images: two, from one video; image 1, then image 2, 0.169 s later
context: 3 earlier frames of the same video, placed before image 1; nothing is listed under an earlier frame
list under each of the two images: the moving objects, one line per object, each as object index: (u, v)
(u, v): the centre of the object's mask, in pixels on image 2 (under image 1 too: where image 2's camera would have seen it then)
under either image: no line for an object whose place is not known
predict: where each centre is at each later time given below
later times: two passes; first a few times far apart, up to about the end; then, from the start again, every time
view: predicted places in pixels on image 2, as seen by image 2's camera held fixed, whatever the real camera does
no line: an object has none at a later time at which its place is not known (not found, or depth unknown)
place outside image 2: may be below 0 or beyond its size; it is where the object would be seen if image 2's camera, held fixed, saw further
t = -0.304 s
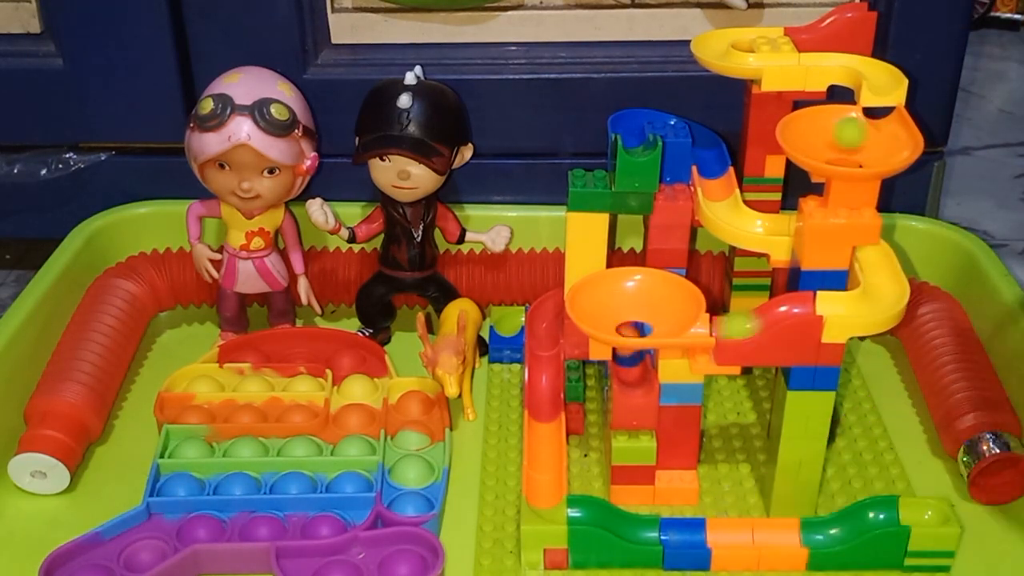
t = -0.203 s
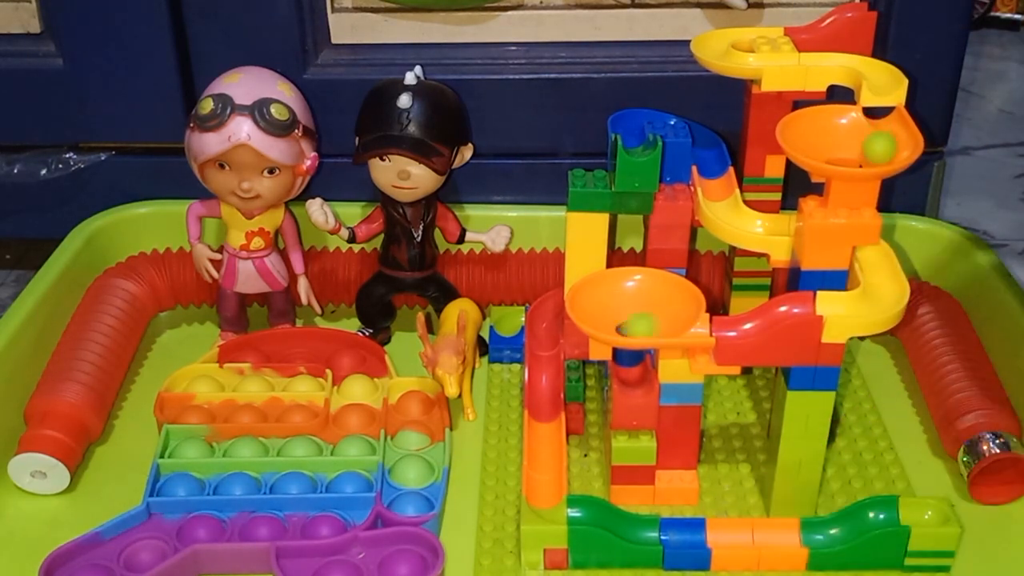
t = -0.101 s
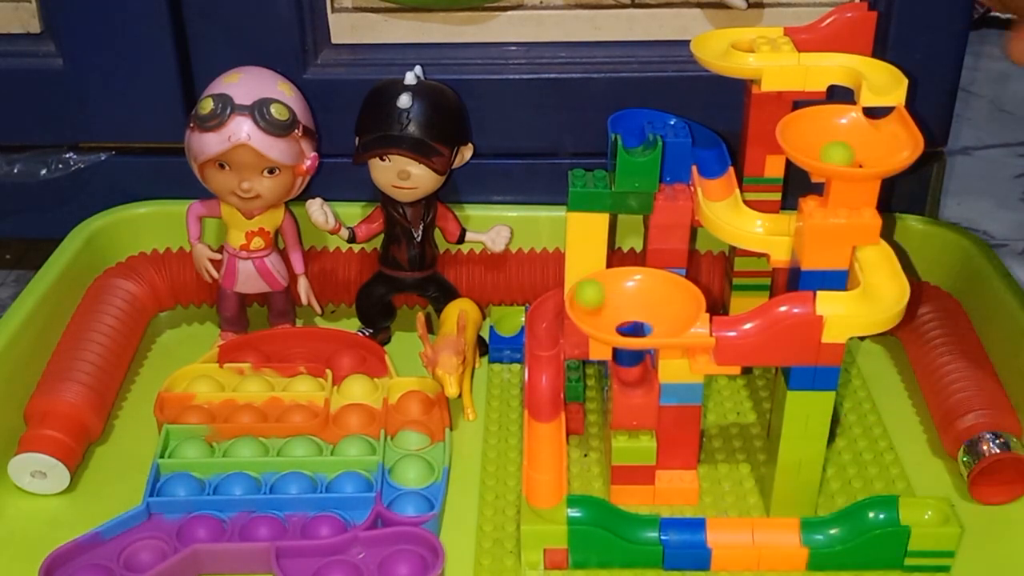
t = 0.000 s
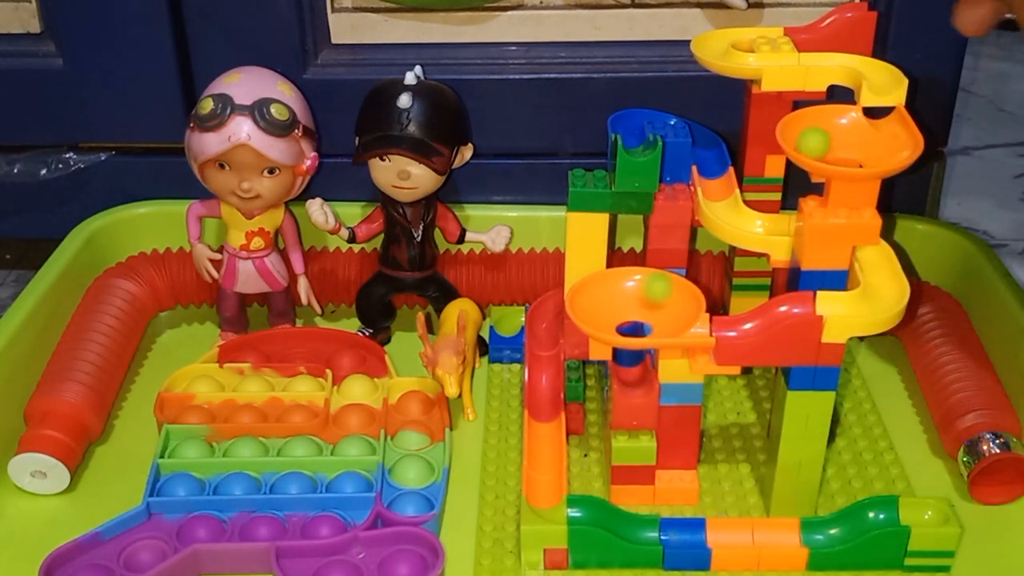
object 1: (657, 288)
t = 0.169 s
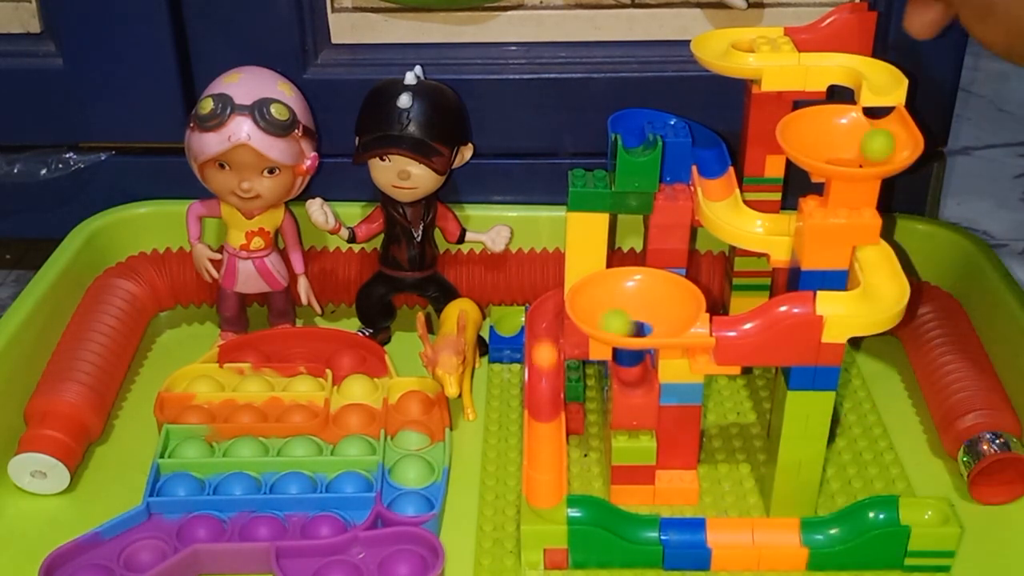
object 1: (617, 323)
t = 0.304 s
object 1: (614, 289)
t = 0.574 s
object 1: (600, 315)
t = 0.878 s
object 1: (644, 324)
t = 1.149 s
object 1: (654, 299)
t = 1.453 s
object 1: (611, 302)
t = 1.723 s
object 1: (621, 322)
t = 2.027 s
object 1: (653, 320)
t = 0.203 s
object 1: (596, 314)
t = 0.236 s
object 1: (589, 304)
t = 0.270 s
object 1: (596, 294)
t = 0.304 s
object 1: (614, 289)
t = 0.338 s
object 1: (638, 289)
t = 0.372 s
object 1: (658, 293)
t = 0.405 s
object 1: (672, 301)
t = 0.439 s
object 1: (672, 313)
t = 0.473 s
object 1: (659, 322)
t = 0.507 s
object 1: (637, 325)
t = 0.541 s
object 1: (617, 323)
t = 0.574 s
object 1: (600, 315)
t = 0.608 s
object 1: (592, 307)
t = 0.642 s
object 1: (598, 299)
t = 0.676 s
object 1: (613, 294)
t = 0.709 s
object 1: (633, 292)
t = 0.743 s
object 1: (652, 295)
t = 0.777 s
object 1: (664, 300)
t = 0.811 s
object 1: (668, 310)
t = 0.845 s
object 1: (661, 320)
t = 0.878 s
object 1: (644, 324)
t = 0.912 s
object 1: (627, 324)
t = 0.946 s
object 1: (609, 320)
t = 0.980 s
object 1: (599, 314)
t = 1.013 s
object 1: (598, 306)
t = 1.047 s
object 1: (607, 300)
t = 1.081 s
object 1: (621, 297)
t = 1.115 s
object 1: (639, 296)
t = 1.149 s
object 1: (654, 299)
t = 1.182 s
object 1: (662, 306)
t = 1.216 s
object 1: (662, 315)
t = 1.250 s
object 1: (653, 322)
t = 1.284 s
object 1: (638, 324)
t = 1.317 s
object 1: (623, 323)
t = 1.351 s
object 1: (609, 319)
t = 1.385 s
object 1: (601, 313)
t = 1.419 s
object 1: (602, 306)
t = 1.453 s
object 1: (611, 302)
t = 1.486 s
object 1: (625, 299)
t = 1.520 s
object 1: (640, 300)
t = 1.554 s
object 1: (653, 302)
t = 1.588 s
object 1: (659, 308)
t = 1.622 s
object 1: (658, 315)
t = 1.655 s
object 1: (649, 321)
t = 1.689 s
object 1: (636, 324)
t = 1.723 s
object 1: (621, 322)
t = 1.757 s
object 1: (609, 317)
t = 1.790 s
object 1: (602, 312)
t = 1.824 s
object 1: (604, 305)
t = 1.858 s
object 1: (612, 302)
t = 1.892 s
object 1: (626, 302)
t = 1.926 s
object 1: (640, 304)
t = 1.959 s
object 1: (651, 309)
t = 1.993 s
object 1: (656, 315)
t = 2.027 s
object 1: (653, 320)
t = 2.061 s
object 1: (644, 322)
